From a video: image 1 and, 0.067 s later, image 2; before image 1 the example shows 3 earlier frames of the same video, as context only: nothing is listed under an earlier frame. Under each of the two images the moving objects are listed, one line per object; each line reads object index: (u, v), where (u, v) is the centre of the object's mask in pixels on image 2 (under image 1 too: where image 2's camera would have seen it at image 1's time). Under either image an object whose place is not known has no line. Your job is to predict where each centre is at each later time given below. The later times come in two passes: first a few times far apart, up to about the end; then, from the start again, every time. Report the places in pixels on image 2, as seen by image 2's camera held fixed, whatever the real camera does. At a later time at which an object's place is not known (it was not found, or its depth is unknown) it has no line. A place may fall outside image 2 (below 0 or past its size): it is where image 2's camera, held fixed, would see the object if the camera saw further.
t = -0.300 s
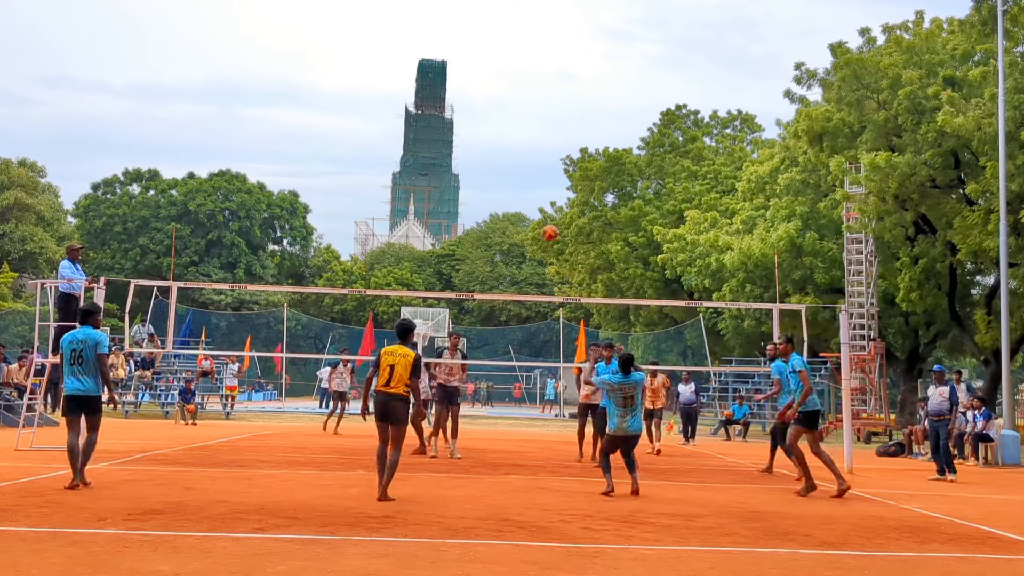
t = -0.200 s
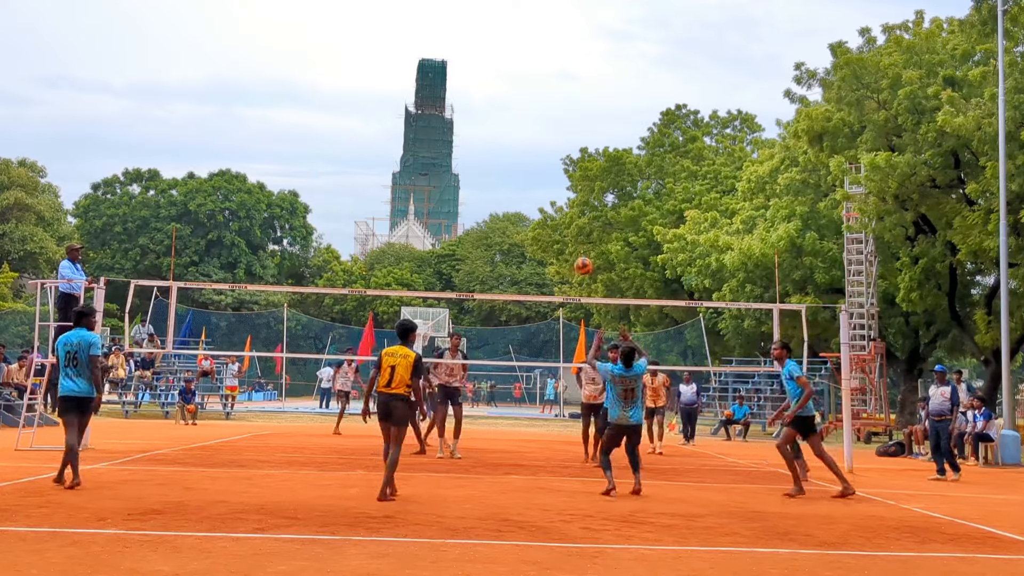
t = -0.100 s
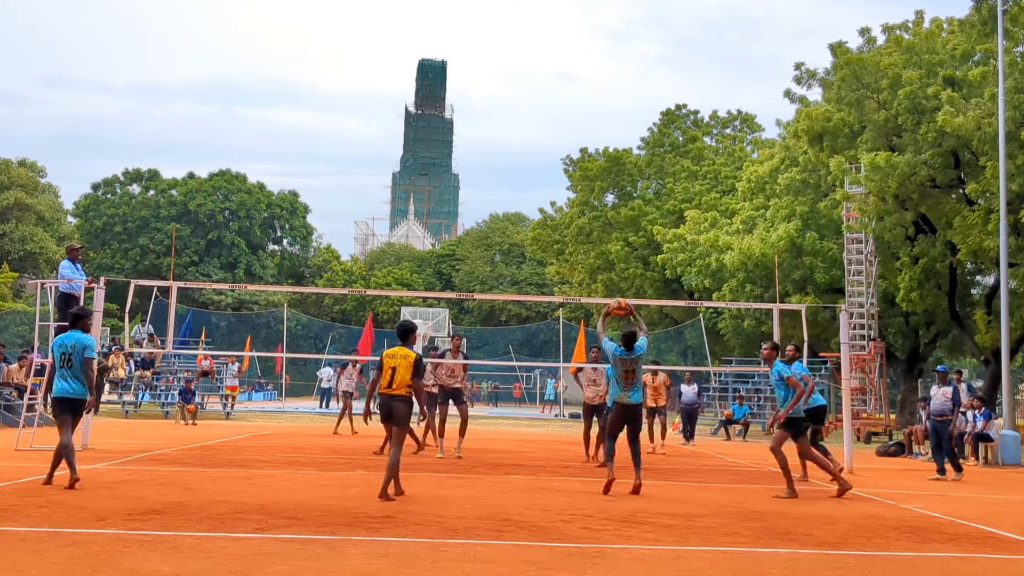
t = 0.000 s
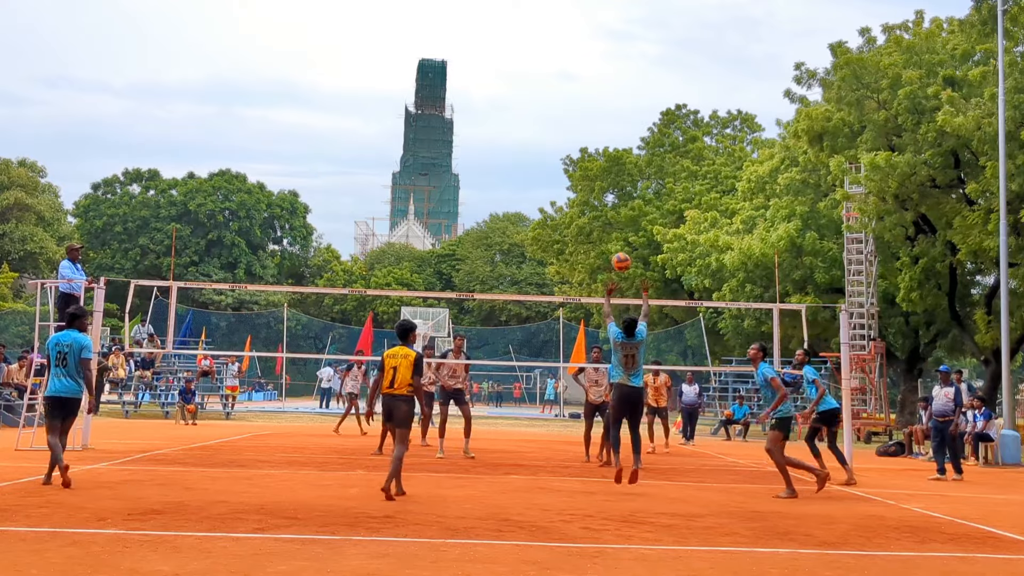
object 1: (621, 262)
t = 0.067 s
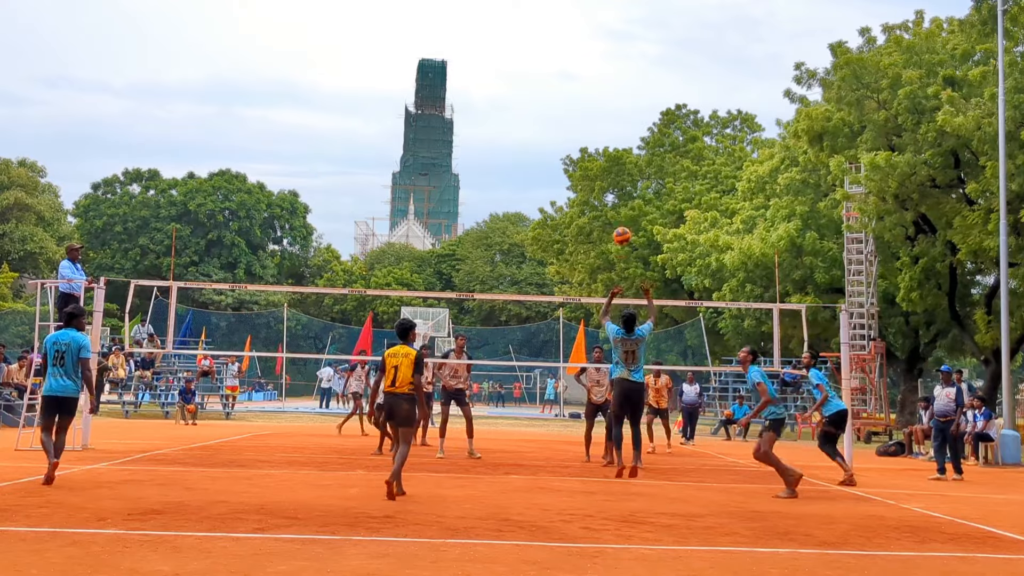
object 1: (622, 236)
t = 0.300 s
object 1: (625, 182)
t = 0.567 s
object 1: (629, 176)
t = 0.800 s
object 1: (631, 212)
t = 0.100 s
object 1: (622, 225)
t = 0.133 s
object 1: (622, 215)
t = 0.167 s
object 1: (623, 206)
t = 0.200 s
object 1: (623, 198)
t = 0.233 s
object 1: (624, 192)
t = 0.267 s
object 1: (625, 187)
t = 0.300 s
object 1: (625, 182)
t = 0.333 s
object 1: (626, 179)
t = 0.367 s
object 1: (626, 176)
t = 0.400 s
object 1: (627, 173)
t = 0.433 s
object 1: (627, 172)
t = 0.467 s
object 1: (628, 172)
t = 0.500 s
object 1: (628, 172)
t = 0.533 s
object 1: (628, 173)
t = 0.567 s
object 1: (629, 176)
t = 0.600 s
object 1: (629, 179)
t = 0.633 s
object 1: (630, 182)
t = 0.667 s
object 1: (630, 187)
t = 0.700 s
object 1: (631, 192)
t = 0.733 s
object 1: (631, 197)
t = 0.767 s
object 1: (631, 204)
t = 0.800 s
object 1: (631, 212)
